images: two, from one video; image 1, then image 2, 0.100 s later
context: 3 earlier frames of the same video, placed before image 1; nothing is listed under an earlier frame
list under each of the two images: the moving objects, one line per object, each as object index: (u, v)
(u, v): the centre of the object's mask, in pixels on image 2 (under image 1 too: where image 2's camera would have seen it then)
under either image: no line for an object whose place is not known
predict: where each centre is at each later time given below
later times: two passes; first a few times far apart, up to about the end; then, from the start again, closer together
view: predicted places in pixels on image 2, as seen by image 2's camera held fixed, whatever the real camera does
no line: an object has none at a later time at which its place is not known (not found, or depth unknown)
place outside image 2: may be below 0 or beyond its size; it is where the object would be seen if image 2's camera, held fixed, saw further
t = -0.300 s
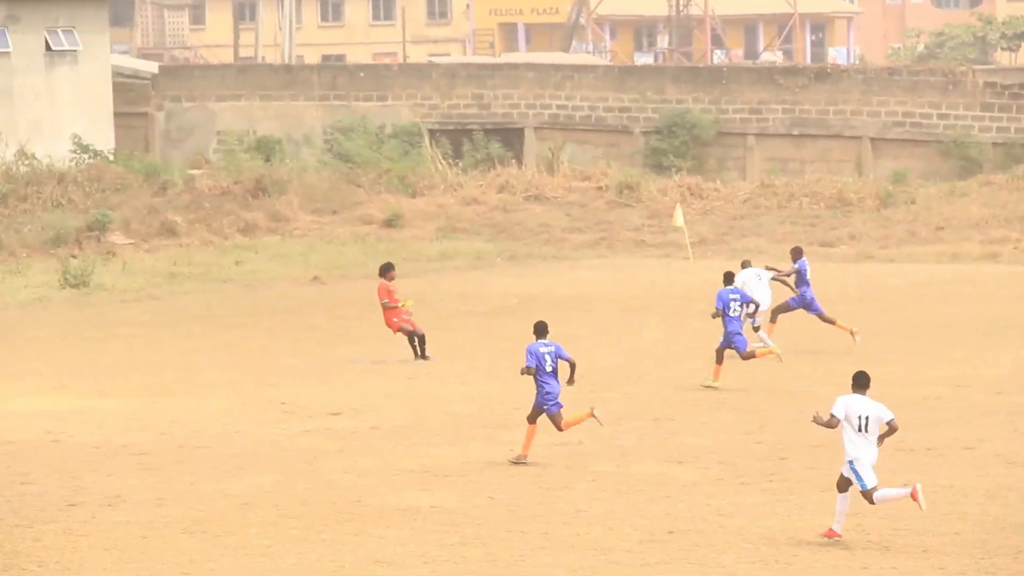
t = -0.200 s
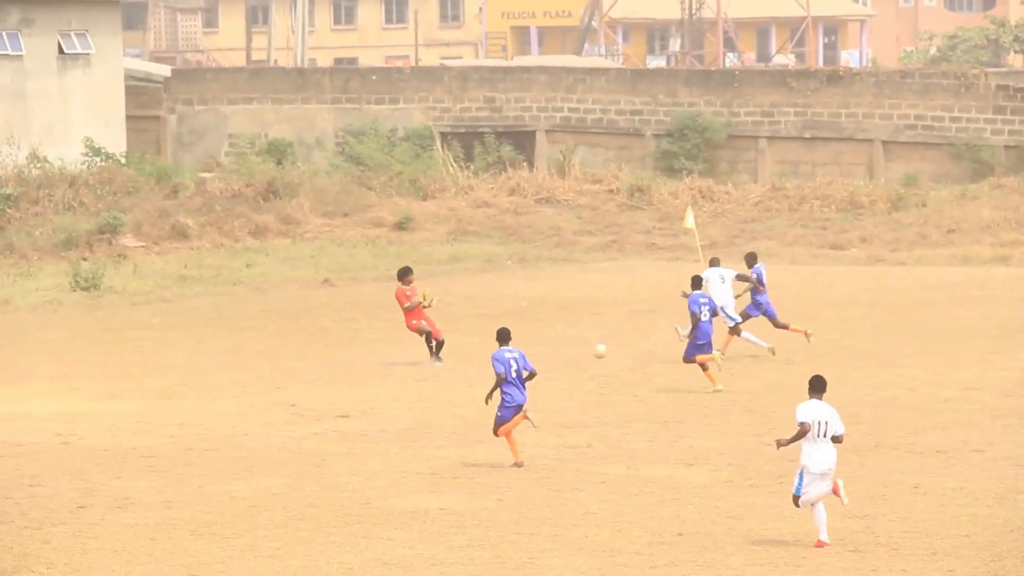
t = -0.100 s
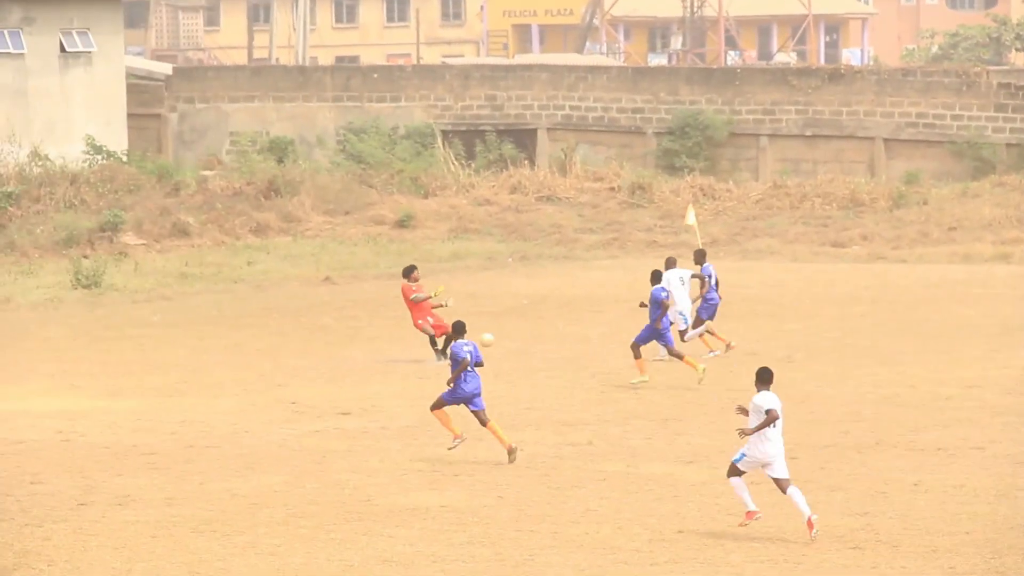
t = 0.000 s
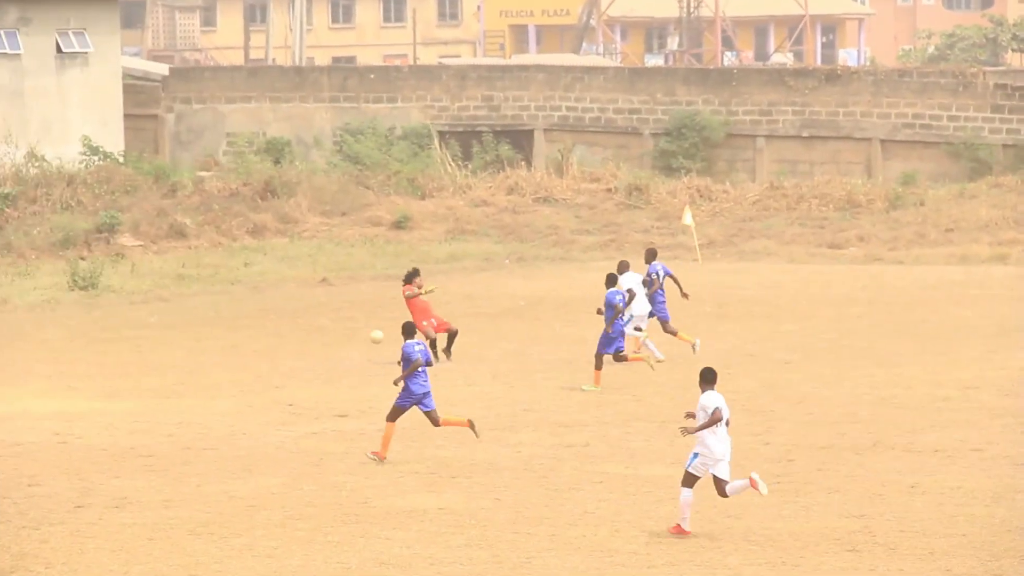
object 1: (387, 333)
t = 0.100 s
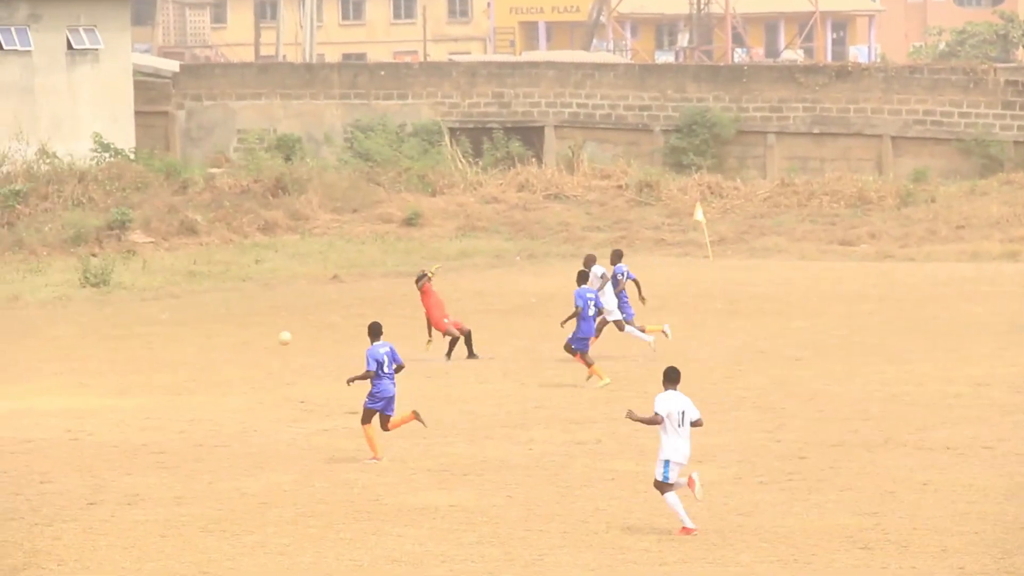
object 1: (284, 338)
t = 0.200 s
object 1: (185, 352)
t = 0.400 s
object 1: (16, 345)
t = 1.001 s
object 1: (-504, 363)
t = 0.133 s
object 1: (250, 341)
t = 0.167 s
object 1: (218, 345)
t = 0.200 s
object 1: (185, 352)
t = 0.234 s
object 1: (155, 354)
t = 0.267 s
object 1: (127, 350)
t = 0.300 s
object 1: (99, 347)
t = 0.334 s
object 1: (71, 345)
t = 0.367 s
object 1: (43, 344)
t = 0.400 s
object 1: (16, 345)
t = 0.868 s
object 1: (-384, 371)
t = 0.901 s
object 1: (-413, 371)
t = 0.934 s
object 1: (-442, 367)
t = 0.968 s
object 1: (-473, 365)
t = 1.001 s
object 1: (-504, 363)
